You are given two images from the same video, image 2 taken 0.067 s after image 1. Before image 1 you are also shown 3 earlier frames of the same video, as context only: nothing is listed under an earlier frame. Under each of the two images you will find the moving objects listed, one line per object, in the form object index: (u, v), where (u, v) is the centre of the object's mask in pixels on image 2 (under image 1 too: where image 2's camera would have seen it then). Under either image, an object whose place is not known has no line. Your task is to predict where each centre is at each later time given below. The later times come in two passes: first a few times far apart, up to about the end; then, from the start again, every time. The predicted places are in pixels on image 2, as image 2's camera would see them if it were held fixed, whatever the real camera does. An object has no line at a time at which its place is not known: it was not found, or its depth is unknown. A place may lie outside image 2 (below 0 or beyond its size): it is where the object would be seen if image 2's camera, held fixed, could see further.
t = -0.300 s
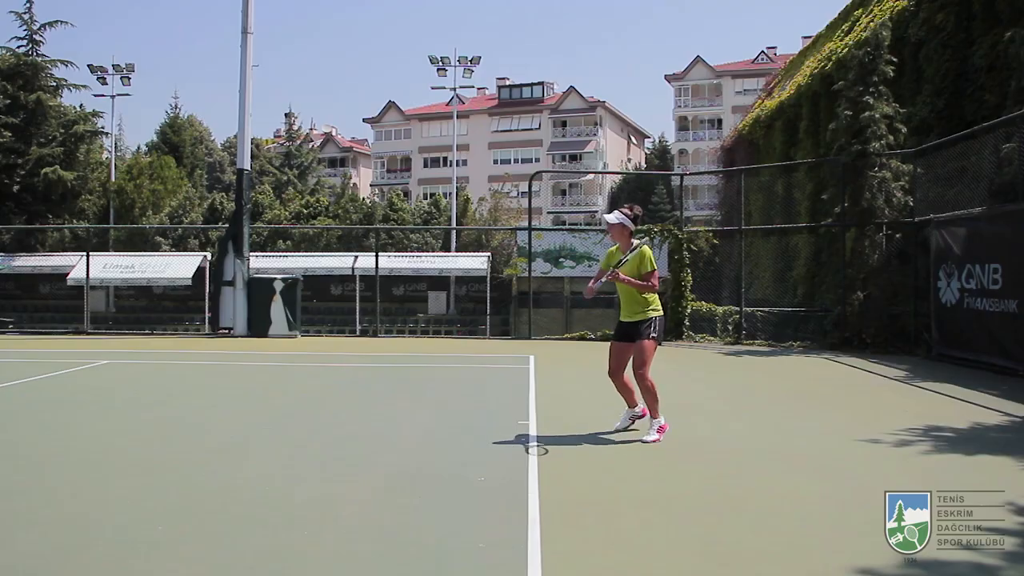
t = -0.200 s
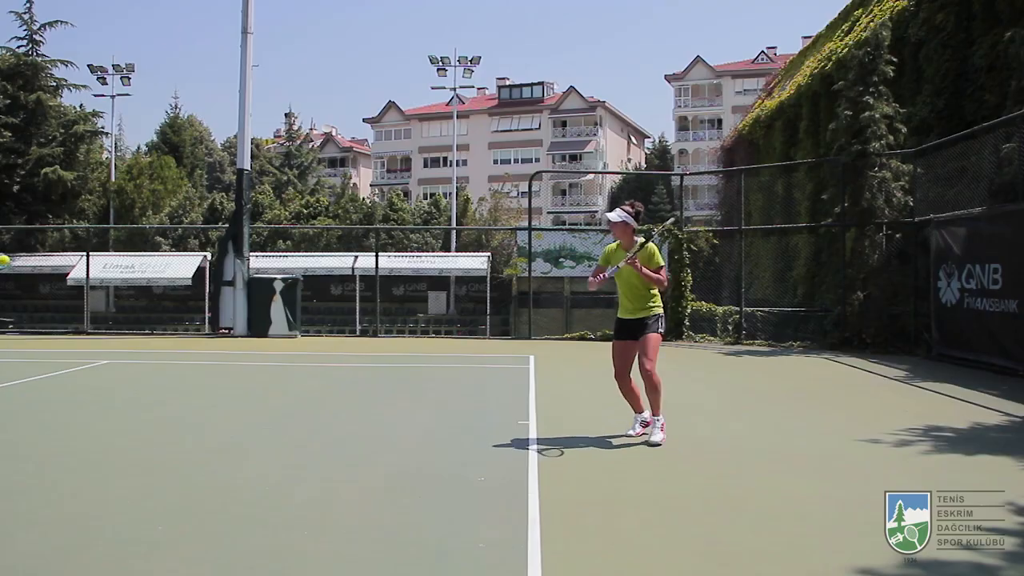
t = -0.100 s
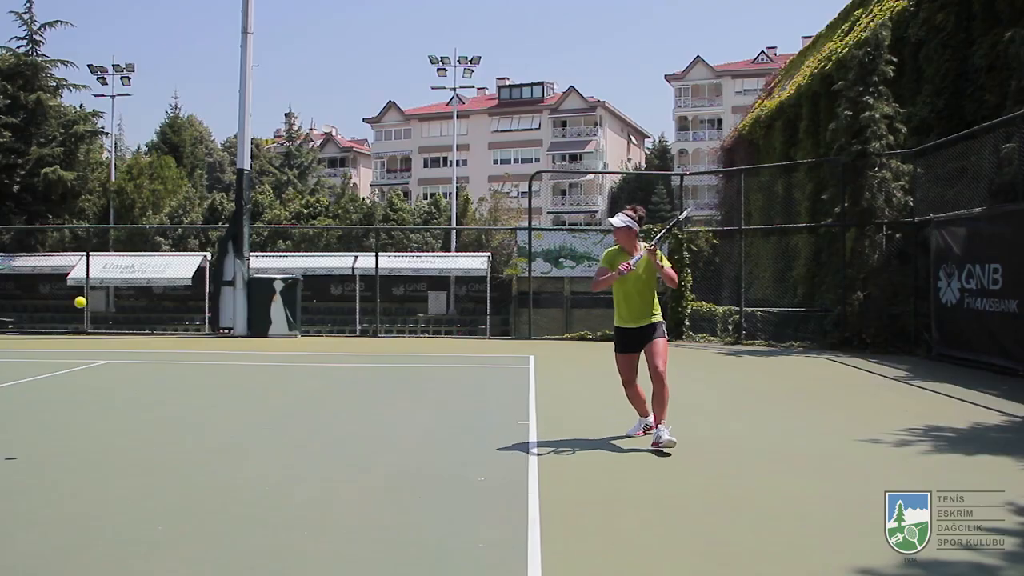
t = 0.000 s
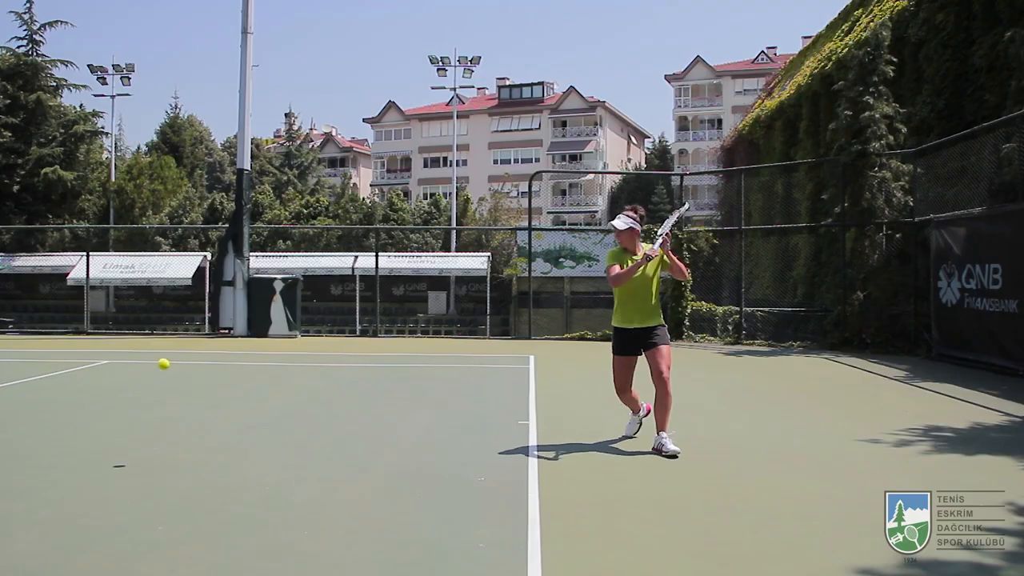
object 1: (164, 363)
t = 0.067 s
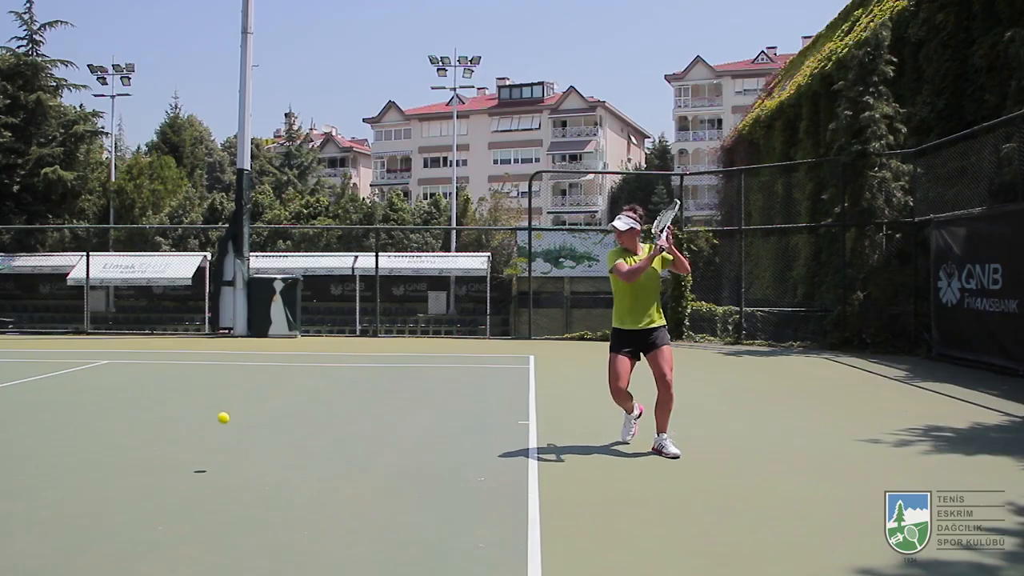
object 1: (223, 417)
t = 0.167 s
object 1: (302, 441)
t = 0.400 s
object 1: (452, 323)
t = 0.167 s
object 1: (302, 441)
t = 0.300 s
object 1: (384, 364)
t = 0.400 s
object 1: (452, 323)
